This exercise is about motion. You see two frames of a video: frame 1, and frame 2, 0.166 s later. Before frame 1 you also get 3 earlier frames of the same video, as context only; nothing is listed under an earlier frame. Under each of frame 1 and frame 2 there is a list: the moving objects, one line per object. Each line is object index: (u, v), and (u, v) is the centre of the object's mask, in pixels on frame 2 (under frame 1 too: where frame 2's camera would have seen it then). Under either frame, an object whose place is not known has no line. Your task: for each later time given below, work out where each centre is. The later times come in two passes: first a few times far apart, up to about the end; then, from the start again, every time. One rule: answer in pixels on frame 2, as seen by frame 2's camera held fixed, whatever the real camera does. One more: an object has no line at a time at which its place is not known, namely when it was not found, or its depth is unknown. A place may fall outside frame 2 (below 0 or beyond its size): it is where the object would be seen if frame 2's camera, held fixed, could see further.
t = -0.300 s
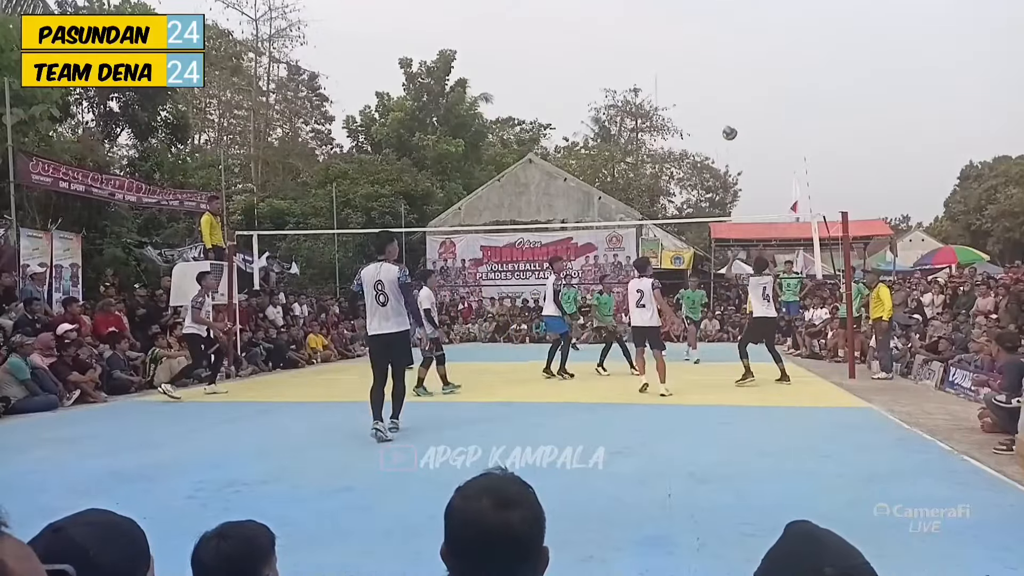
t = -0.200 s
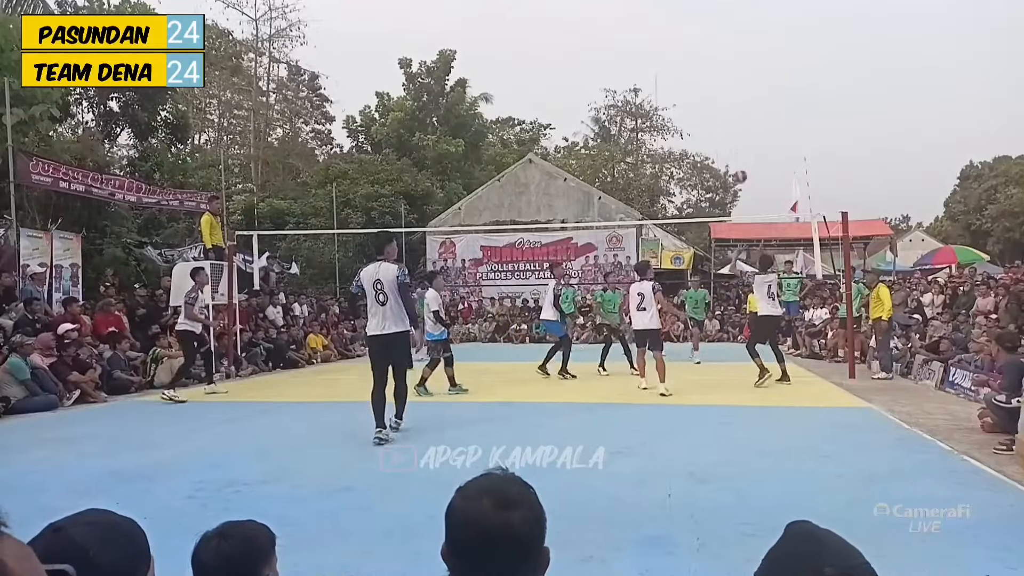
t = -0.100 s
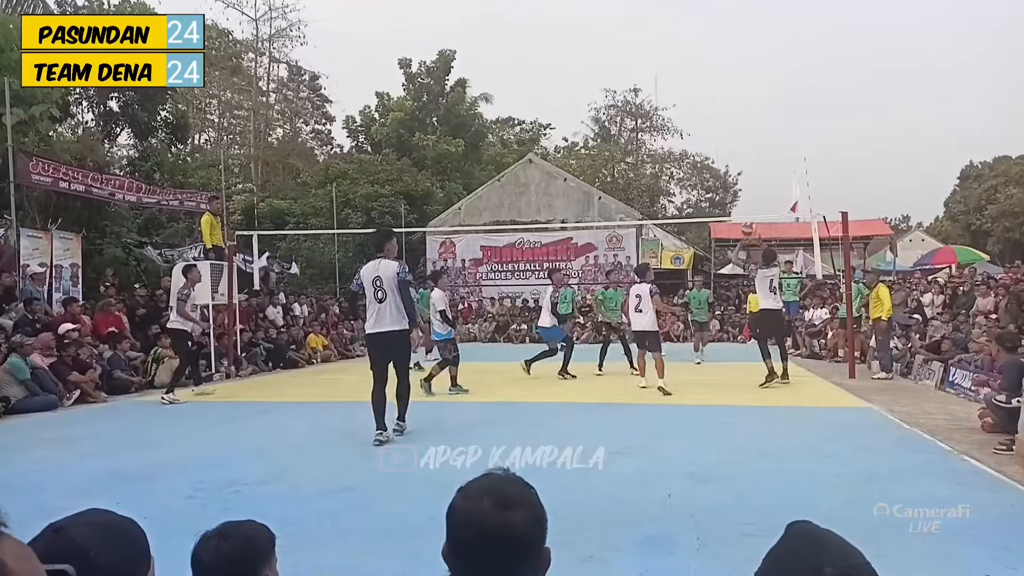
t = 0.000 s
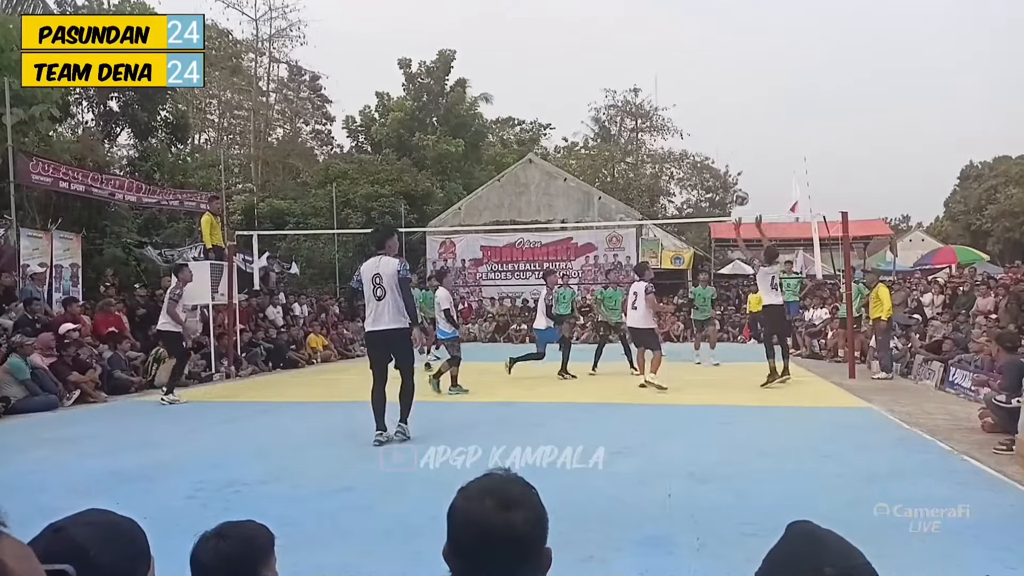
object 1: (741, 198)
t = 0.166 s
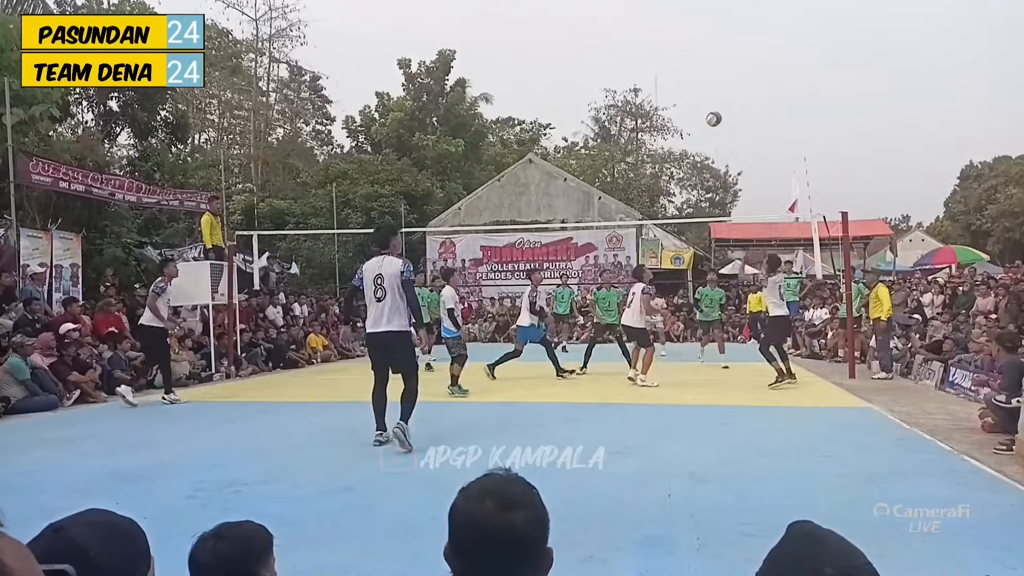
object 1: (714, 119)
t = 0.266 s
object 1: (697, 81)
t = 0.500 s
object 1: (661, 23)
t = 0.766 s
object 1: (621, 6)
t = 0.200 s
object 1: (708, 106)
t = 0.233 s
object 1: (703, 93)
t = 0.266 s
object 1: (697, 81)
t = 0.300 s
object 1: (692, 71)
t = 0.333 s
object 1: (687, 61)
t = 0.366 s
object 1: (682, 52)
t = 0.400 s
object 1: (676, 43)
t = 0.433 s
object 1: (671, 36)
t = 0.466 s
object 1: (666, 29)
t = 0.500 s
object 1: (661, 23)
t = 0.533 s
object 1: (656, 18)
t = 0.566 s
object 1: (651, 14)
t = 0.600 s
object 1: (645, 10)
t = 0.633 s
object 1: (640, 7)
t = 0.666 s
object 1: (636, 6)
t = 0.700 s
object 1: (630, 6)
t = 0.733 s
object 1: (625, 5)
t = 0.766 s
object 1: (621, 6)
